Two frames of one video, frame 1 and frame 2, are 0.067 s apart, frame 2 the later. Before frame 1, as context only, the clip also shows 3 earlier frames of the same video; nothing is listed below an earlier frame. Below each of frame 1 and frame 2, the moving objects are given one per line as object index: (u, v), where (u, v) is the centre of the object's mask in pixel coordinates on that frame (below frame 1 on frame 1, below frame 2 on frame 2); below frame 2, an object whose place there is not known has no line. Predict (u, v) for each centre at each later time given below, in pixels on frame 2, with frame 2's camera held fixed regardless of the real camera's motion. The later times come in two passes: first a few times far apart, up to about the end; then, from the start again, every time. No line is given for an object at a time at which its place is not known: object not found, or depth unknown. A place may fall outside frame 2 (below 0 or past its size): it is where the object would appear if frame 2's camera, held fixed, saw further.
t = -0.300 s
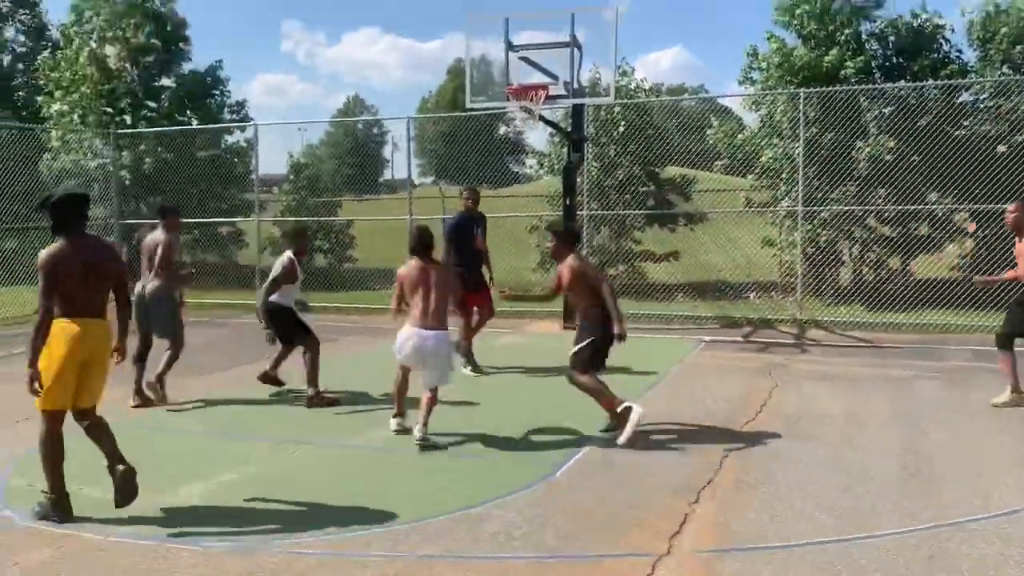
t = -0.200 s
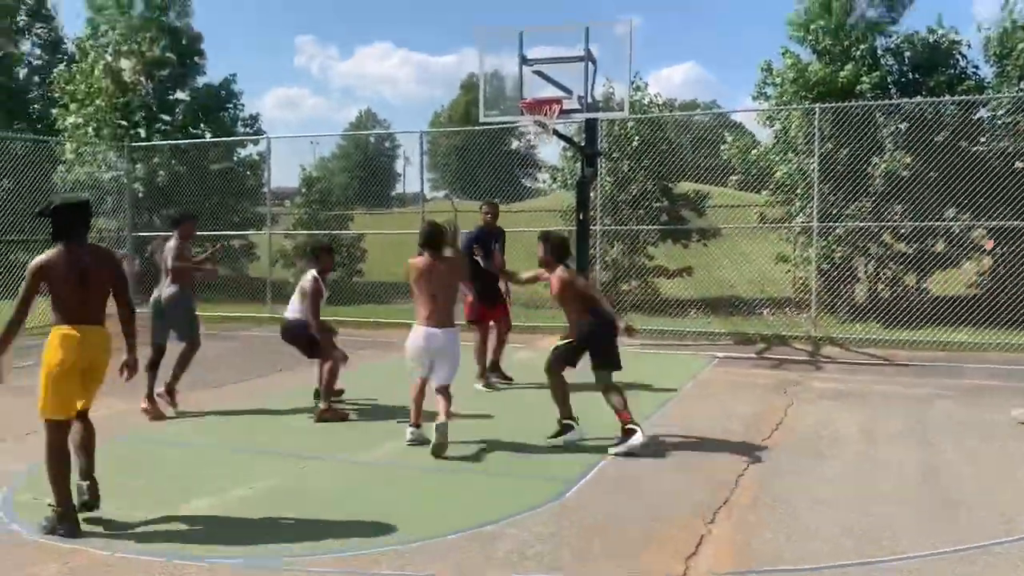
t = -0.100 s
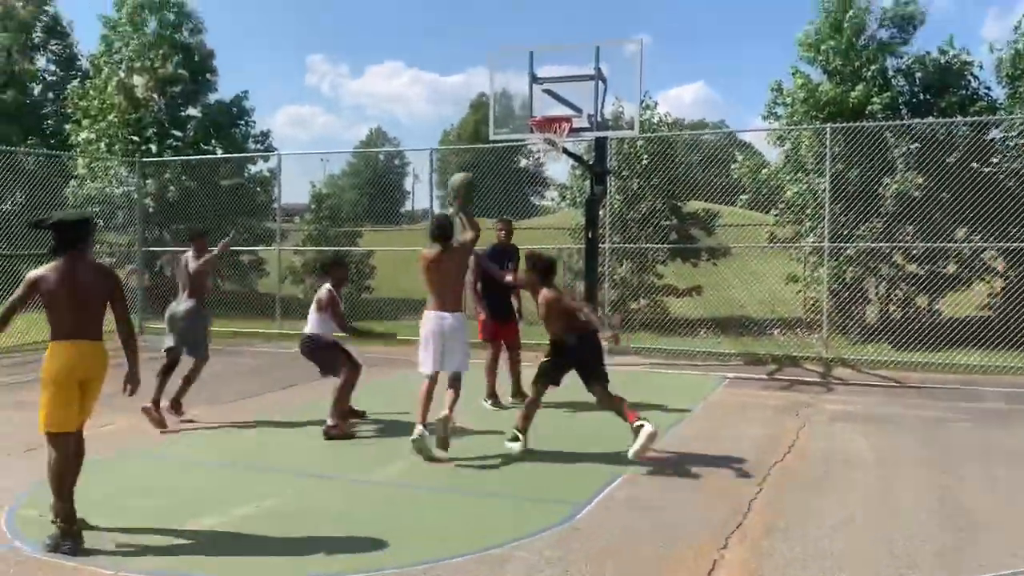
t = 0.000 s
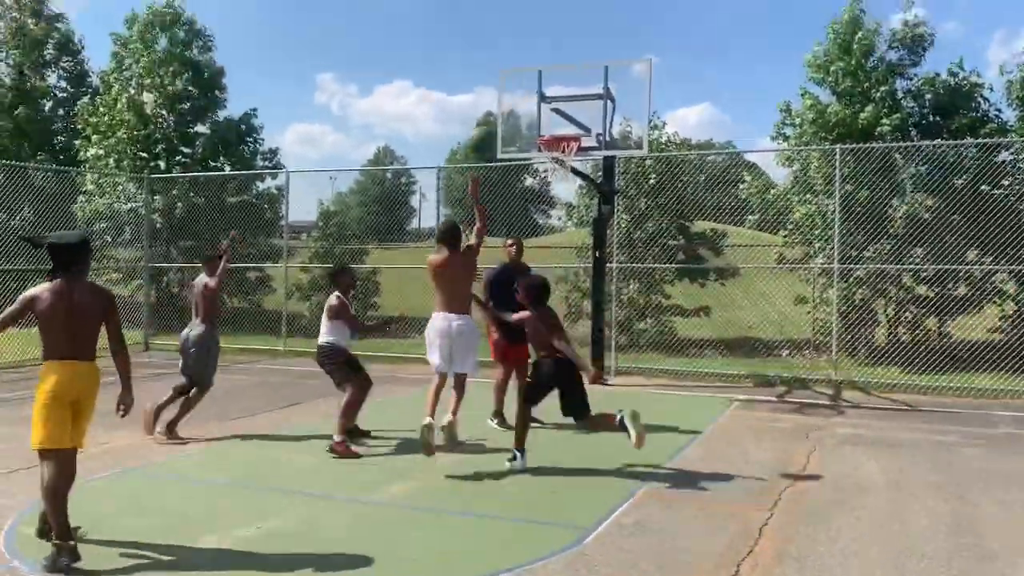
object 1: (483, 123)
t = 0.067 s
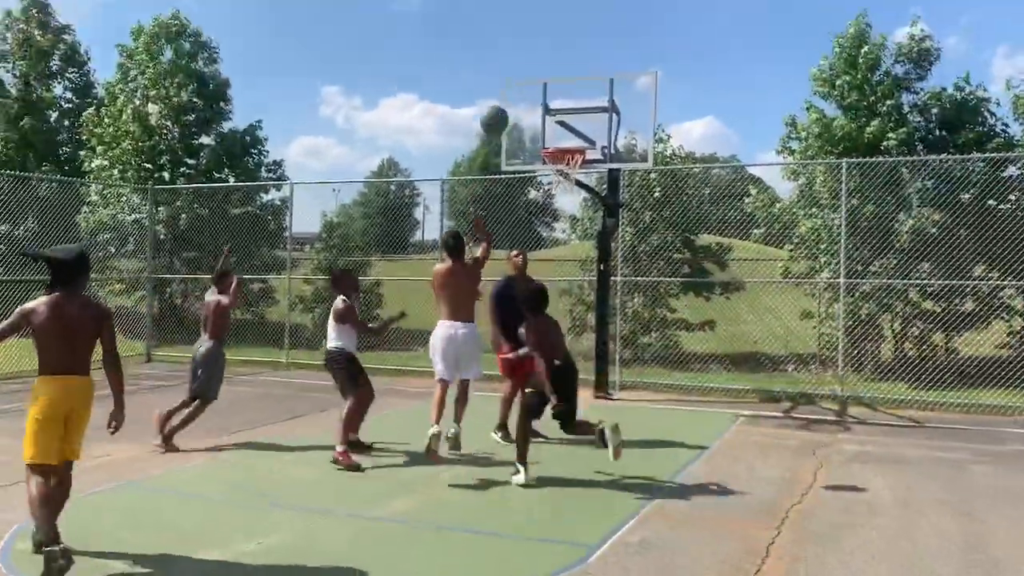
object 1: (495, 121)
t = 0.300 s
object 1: (517, 55)
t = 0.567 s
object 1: (535, 60)
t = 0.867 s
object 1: (550, 142)
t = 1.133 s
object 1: (475, 127)
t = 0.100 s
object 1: (498, 106)
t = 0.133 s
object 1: (501, 94)
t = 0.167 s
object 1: (504, 83)
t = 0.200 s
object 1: (508, 74)
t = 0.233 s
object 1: (511, 66)
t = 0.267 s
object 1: (514, 60)
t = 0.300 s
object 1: (517, 55)
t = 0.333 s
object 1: (519, 52)
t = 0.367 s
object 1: (522, 49)
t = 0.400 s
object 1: (525, 48)
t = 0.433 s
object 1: (527, 49)
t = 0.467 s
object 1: (529, 50)
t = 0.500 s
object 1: (531, 52)
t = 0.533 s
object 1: (533, 56)
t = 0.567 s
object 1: (535, 60)
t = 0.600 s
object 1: (537, 66)
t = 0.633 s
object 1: (539, 72)
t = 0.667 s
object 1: (541, 80)
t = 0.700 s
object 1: (542, 89)
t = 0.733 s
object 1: (545, 99)
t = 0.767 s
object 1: (546, 108)
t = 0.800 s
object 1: (547, 118)
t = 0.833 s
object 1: (549, 130)
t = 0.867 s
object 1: (550, 142)
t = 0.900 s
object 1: (543, 140)
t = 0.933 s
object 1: (533, 134)
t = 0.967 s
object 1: (525, 131)
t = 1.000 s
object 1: (515, 128)
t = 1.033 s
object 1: (506, 126)
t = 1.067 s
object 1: (496, 125)
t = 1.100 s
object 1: (486, 126)
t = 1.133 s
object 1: (475, 127)
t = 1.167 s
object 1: (466, 130)
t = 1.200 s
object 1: (455, 134)
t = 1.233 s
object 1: (445, 138)
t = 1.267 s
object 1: (434, 145)
